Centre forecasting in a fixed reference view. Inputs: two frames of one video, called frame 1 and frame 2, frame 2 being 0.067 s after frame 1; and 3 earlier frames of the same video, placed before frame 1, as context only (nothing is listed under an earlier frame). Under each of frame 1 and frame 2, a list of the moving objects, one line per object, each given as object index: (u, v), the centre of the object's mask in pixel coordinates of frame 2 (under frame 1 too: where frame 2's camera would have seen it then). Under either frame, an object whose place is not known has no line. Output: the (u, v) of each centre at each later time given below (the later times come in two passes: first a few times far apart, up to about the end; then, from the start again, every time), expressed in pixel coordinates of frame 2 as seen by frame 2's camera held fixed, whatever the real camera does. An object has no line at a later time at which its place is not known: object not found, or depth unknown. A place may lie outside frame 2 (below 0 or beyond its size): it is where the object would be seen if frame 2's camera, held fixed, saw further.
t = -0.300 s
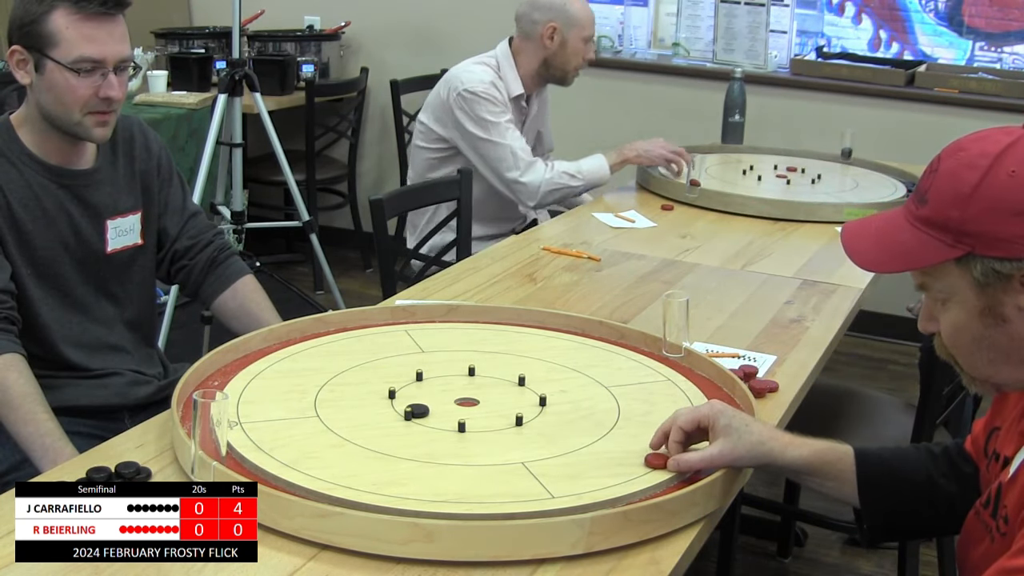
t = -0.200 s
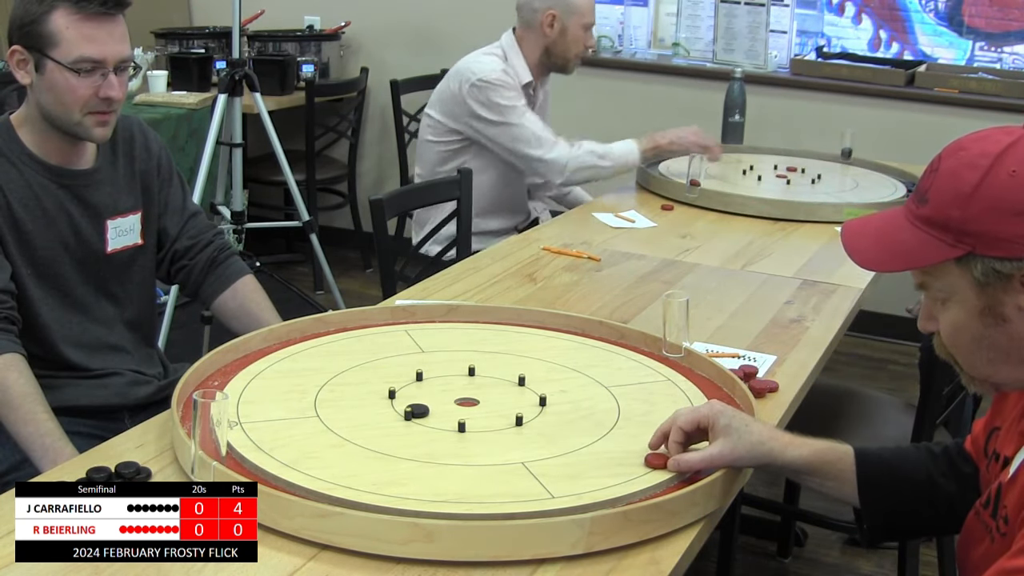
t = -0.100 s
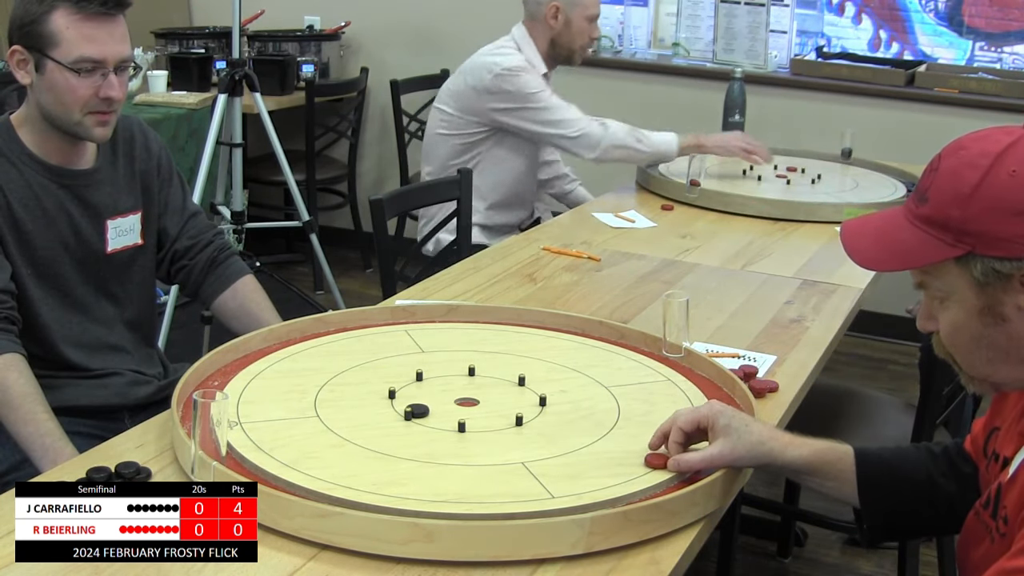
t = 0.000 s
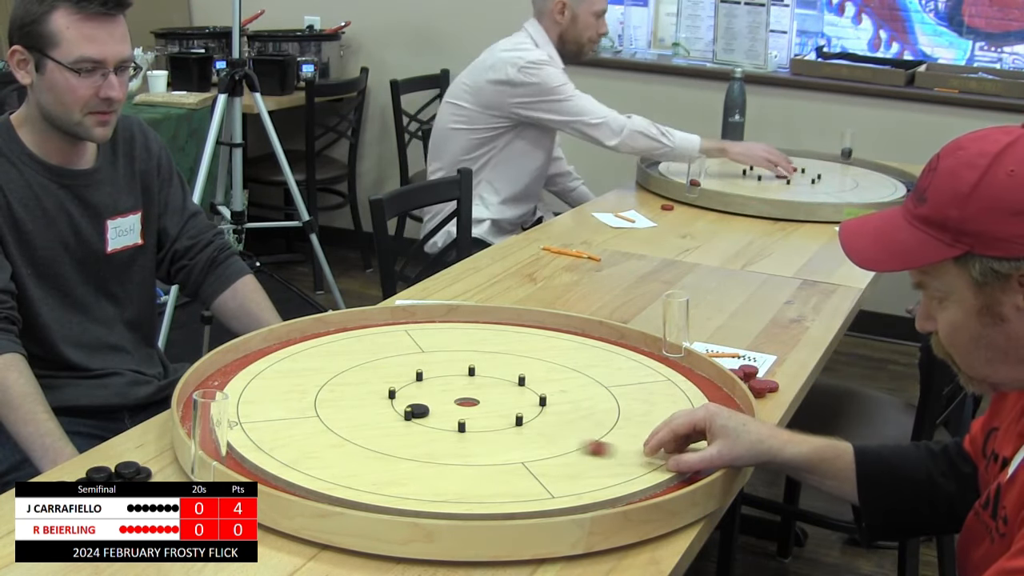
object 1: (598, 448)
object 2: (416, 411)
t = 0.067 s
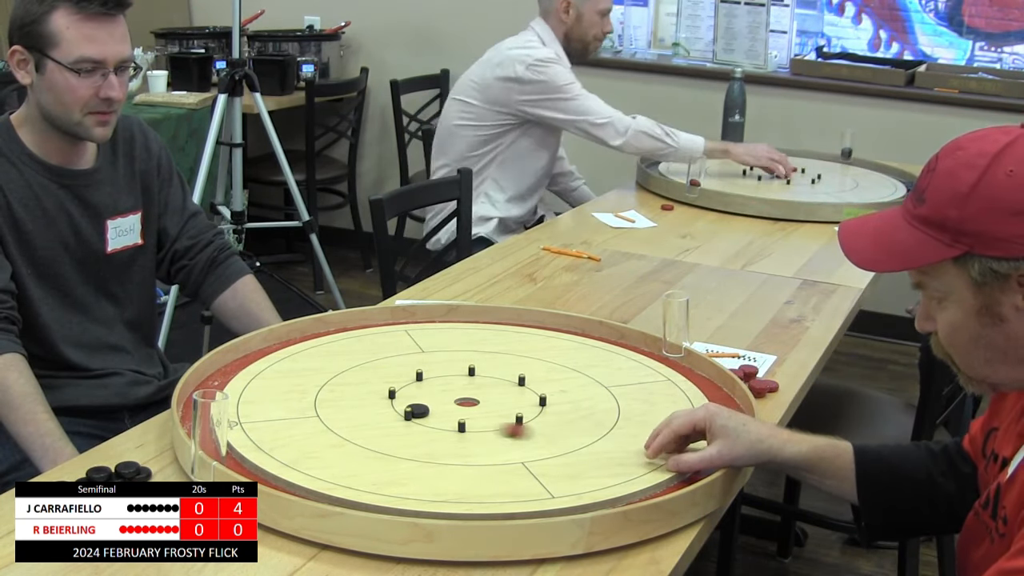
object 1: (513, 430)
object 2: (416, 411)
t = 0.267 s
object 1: (437, 406)
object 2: (298, 391)
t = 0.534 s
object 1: (437, 403)
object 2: (211, 379)
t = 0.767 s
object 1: (437, 403)
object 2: (213, 379)
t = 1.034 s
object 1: (437, 403)
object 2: (213, 379)
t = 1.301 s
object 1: (437, 403)
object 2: (213, 379)
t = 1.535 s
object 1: (437, 403)
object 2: (213, 379)
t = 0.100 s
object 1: (477, 422)
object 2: (416, 411)
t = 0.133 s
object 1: (441, 414)
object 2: (415, 411)
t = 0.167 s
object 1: (439, 411)
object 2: (384, 405)
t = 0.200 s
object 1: (438, 409)
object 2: (354, 400)
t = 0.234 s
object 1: (438, 407)
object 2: (326, 395)
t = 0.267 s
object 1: (437, 406)
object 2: (298, 391)
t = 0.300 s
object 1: (437, 405)
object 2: (272, 386)
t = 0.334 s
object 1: (437, 404)
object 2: (248, 382)
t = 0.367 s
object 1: (437, 403)
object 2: (226, 378)
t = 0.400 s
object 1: (437, 403)
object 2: (207, 380)
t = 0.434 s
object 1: (437, 403)
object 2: (220, 381)
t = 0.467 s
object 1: (437, 403)
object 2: (218, 381)
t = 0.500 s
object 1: (437, 403)
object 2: (214, 380)
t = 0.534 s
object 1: (437, 403)
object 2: (211, 379)
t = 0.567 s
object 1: (437, 403)
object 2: (211, 380)
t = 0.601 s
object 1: (437, 403)
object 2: (212, 379)
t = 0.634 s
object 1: (437, 403)
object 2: (212, 379)
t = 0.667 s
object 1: (437, 403)
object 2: (213, 379)
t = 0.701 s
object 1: (437, 403)
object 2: (213, 379)
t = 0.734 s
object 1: (437, 403)
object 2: (213, 379)
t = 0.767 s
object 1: (437, 403)
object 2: (213, 379)
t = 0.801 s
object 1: (437, 403)
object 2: (213, 379)
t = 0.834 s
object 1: (437, 403)
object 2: (213, 379)
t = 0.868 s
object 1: (437, 403)
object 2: (213, 379)
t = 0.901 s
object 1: (437, 403)
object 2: (213, 379)
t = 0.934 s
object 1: (437, 403)
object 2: (213, 379)
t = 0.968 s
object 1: (437, 403)
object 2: (213, 379)
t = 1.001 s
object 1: (437, 403)
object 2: (213, 379)
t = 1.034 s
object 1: (437, 403)
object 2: (213, 379)
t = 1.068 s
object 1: (437, 403)
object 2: (213, 379)
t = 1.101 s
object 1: (437, 403)
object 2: (213, 379)
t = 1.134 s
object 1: (437, 403)
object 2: (213, 379)
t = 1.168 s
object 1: (437, 403)
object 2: (213, 379)
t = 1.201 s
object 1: (437, 403)
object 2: (213, 379)
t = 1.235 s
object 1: (437, 403)
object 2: (213, 379)
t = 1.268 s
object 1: (437, 403)
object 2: (213, 379)
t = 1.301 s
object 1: (437, 403)
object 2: (213, 379)
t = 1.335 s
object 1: (437, 403)
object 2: (213, 379)
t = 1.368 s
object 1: (437, 403)
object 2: (213, 379)
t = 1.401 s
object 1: (437, 403)
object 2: (213, 379)
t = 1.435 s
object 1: (437, 403)
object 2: (213, 379)
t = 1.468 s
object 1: (437, 403)
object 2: (213, 379)
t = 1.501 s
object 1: (437, 403)
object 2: (213, 379)
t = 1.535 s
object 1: (437, 403)
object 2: (213, 379)
